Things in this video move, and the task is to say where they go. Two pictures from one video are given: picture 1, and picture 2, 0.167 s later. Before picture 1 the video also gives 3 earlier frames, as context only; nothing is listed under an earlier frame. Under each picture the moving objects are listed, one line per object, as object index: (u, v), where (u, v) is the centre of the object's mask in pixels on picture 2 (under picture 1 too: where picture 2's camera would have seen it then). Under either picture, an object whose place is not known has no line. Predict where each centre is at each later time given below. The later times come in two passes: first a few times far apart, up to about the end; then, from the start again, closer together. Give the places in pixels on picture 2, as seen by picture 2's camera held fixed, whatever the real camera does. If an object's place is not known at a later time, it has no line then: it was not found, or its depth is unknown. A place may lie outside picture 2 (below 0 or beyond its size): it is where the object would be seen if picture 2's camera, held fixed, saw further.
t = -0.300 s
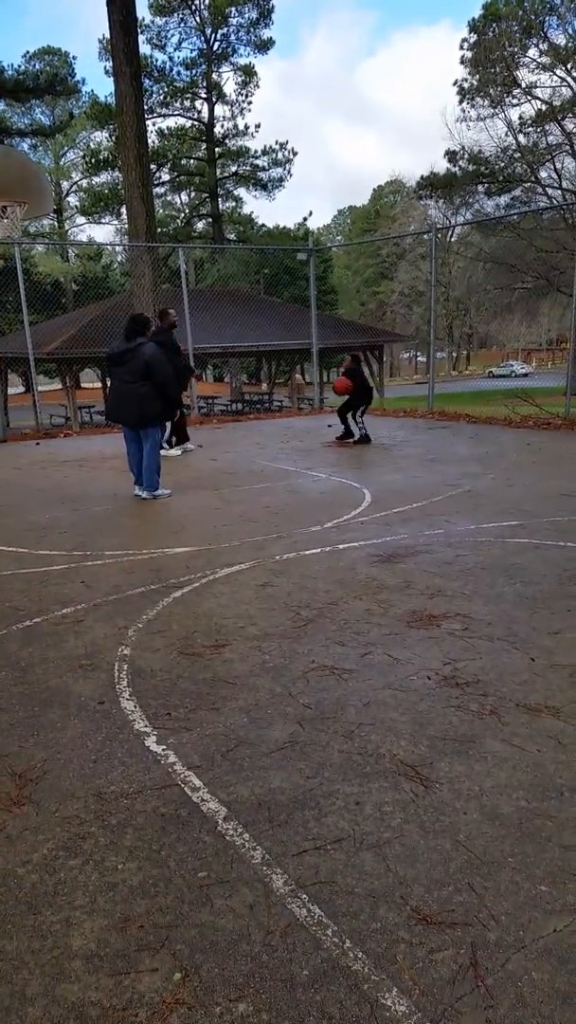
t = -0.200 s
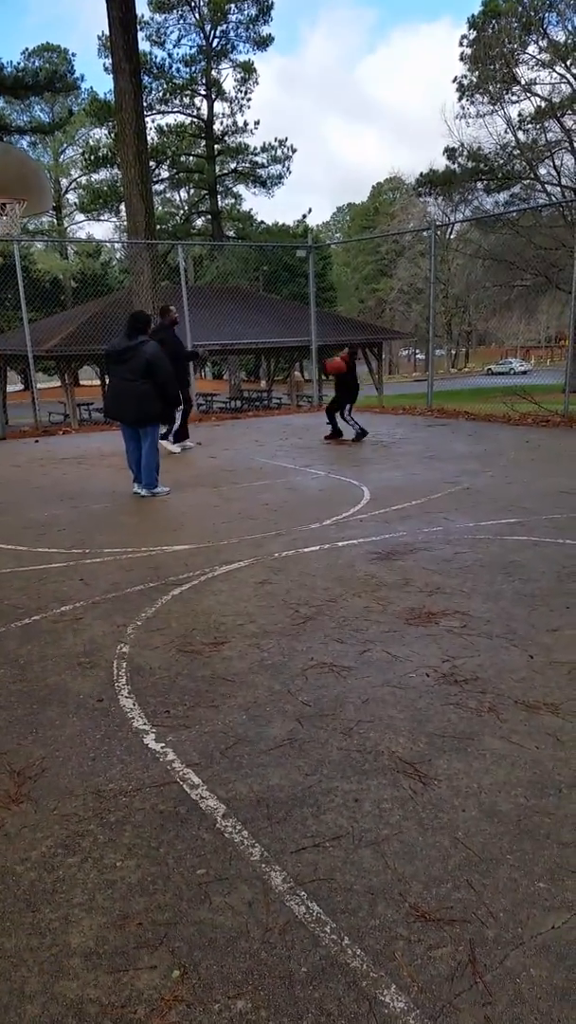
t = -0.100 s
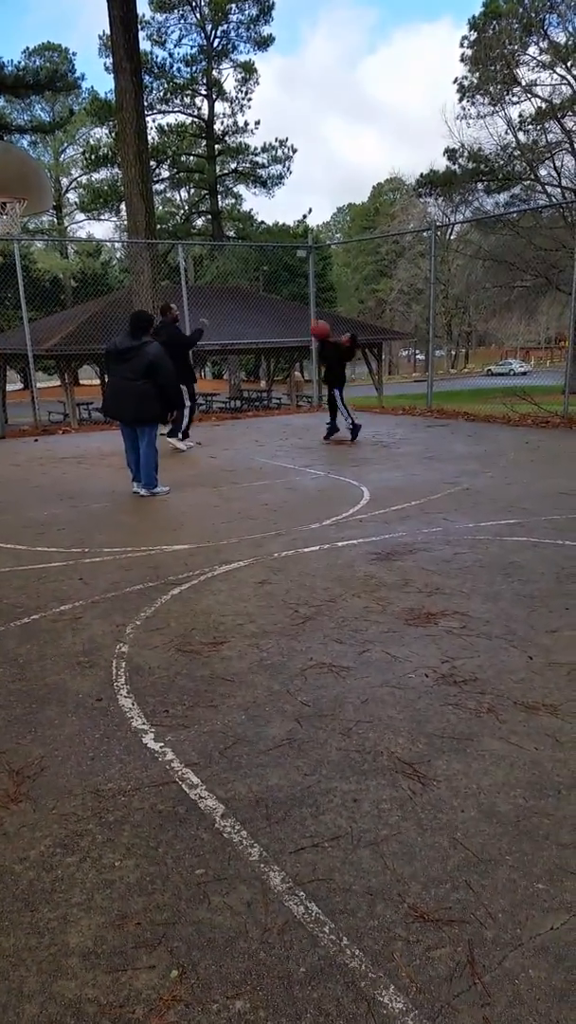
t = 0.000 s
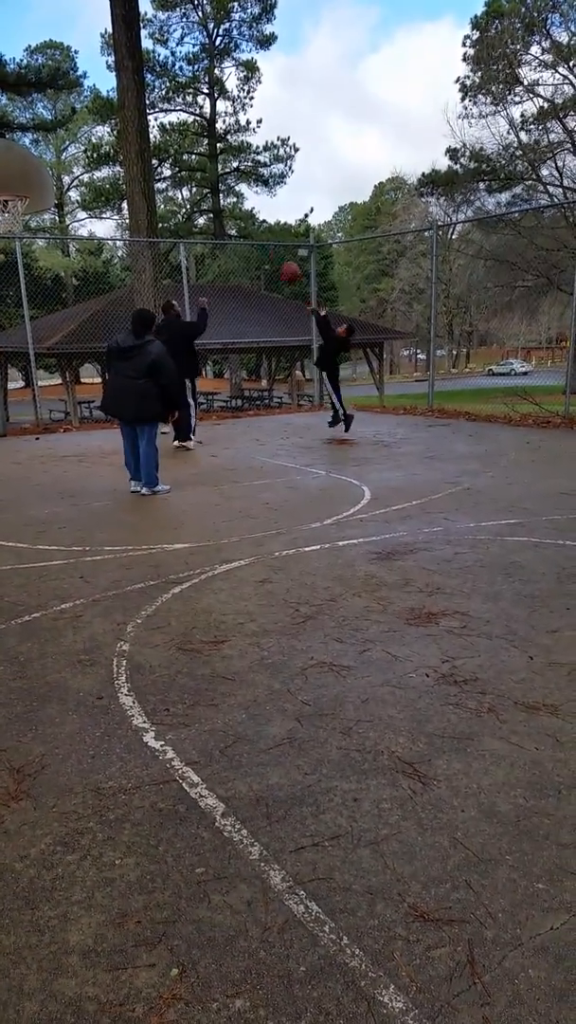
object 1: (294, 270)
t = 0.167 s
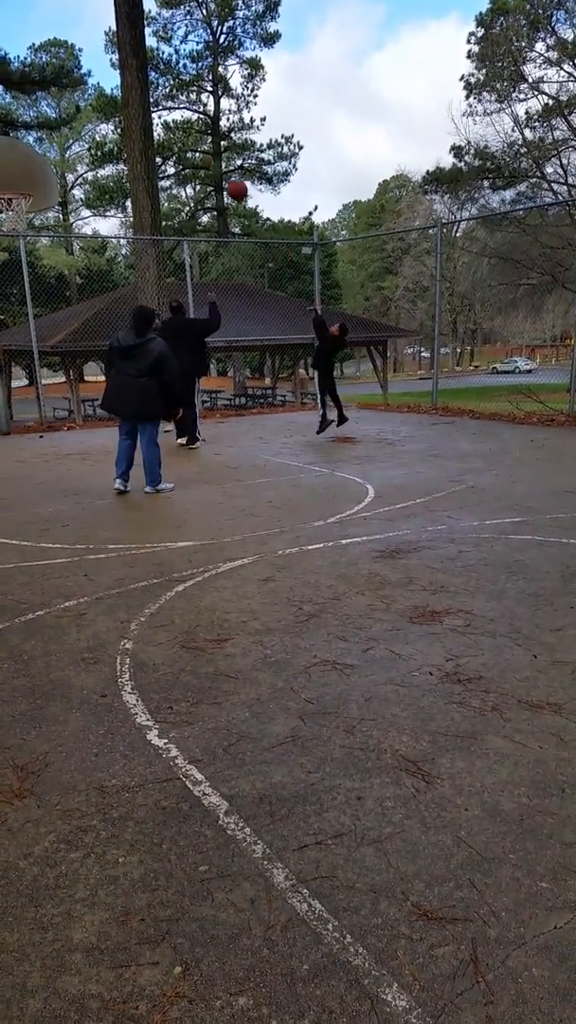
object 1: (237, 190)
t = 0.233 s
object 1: (214, 165)
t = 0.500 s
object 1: (126, 105)
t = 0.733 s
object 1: (55, 108)
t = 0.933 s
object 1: (2, 148)
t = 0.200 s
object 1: (227, 178)
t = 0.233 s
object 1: (214, 165)
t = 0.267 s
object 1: (205, 155)
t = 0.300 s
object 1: (192, 144)
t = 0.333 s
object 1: (181, 135)
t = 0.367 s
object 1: (170, 127)
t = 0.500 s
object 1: (126, 105)
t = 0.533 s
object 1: (116, 104)
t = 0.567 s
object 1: (104, 102)
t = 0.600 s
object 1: (95, 100)
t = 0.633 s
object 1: (85, 101)
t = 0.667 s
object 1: (74, 102)
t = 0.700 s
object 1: (65, 105)
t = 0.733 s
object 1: (55, 108)
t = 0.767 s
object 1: (45, 111)
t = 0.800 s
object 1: (34, 116)
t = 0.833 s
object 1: (25, 123)
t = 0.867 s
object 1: (17, 130)
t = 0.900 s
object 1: (7, 138)
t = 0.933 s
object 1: (2, 148)
